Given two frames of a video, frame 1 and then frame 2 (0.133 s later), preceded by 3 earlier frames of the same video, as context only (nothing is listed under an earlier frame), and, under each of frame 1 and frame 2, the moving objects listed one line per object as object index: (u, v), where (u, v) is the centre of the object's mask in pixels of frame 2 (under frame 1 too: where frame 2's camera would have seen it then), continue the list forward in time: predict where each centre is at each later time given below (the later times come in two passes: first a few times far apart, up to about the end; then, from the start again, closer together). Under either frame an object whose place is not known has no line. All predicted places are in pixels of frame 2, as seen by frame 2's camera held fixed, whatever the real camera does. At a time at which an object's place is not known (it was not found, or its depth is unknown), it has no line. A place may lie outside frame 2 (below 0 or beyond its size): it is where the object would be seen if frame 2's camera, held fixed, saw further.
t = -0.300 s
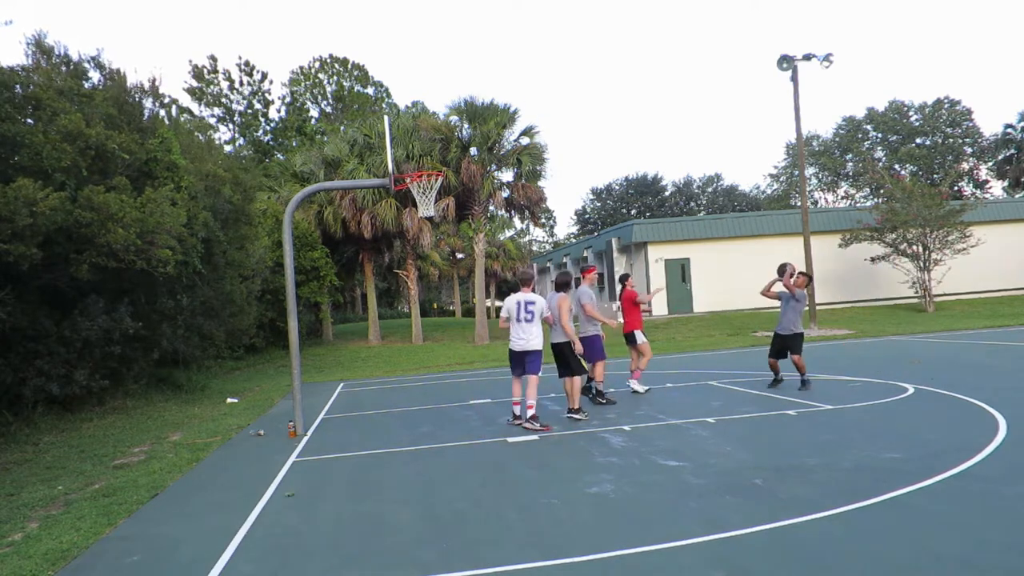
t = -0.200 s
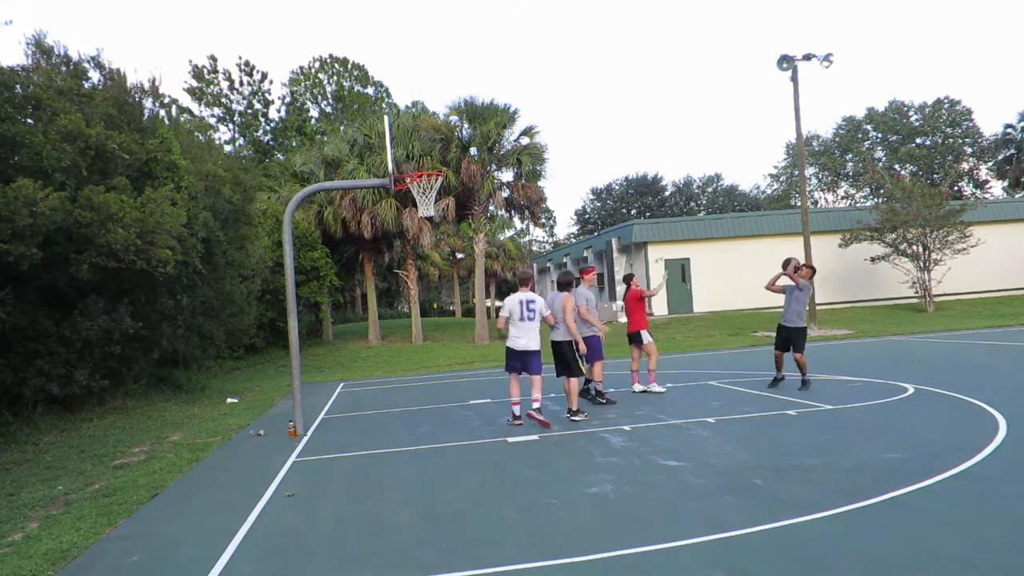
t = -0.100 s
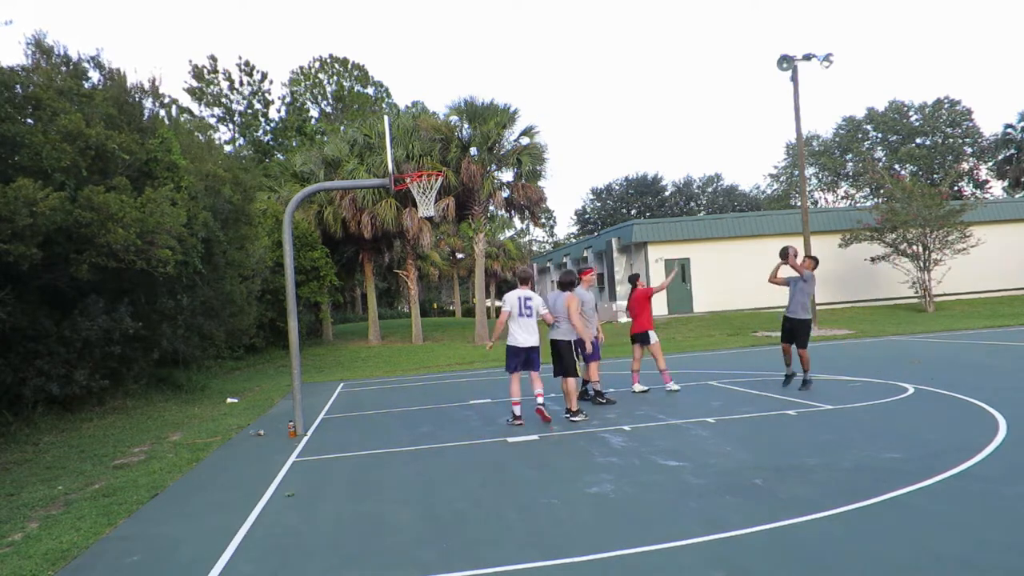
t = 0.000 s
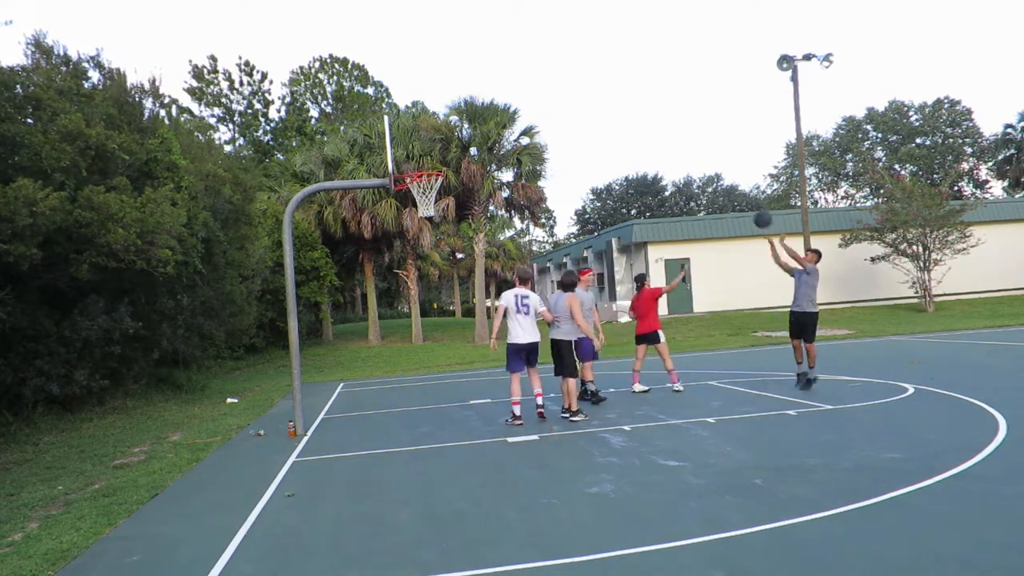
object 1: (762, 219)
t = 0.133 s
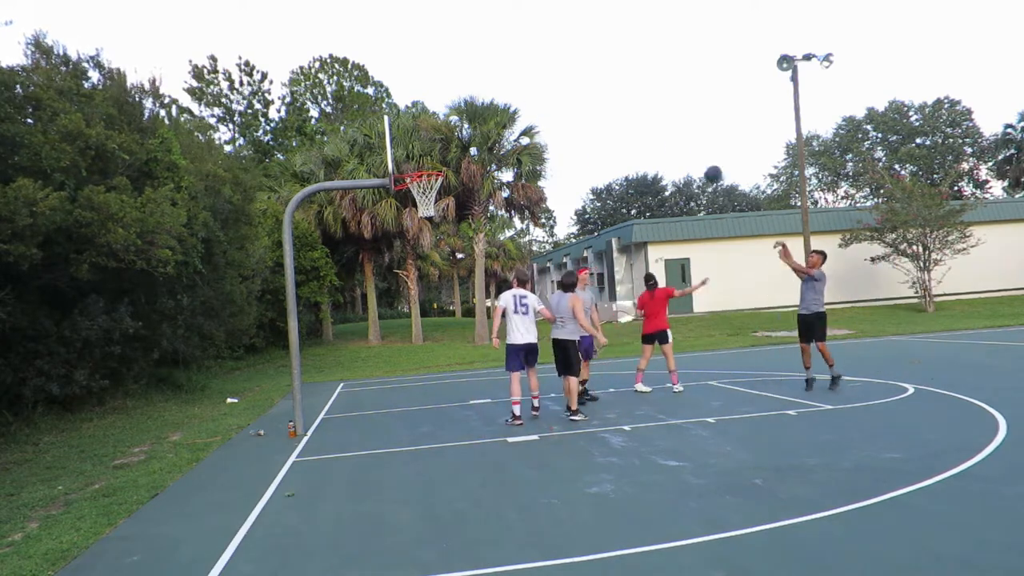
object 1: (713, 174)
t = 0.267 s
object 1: (664, 140)
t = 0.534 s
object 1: (565, 112)
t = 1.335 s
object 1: (431, 211)
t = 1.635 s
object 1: (425, 297)
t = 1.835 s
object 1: (421, 400)
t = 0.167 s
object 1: (700, 164)
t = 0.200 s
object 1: (688, 155)
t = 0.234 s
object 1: (676, 147)
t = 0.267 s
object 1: (664, 140)
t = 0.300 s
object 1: (651, 134)
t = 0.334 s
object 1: (639, 128)
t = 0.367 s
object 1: (626, 124)
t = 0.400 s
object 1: (614, 120)
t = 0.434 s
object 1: (602, 117)
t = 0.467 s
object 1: (589, 114)
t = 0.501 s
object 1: (577, 113)
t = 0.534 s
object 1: (565, 112)
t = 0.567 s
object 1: (552, 112)
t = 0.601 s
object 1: (540, 114)
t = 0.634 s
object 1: (528, 116)
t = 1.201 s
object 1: (433, 197)
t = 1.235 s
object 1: (432, 199)
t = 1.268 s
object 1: (432, 202)
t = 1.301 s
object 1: (431, 206)
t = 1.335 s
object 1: (431, 211)
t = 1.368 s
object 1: (429, 215)
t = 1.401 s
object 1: (428, 221)
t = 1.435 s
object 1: (428, 230)
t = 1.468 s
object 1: (428, 239)
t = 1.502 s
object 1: (426, 249)
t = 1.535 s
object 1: (426, 260)
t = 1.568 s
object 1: (426, 270)
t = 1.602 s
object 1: (425, 283)
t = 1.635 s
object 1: (425, 297)
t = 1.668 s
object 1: (423, 312)
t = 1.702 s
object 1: (423, 327)
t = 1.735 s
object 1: (423, 344)
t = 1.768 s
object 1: (422, 362)
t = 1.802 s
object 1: (422, 381)
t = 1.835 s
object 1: (421, 400)
